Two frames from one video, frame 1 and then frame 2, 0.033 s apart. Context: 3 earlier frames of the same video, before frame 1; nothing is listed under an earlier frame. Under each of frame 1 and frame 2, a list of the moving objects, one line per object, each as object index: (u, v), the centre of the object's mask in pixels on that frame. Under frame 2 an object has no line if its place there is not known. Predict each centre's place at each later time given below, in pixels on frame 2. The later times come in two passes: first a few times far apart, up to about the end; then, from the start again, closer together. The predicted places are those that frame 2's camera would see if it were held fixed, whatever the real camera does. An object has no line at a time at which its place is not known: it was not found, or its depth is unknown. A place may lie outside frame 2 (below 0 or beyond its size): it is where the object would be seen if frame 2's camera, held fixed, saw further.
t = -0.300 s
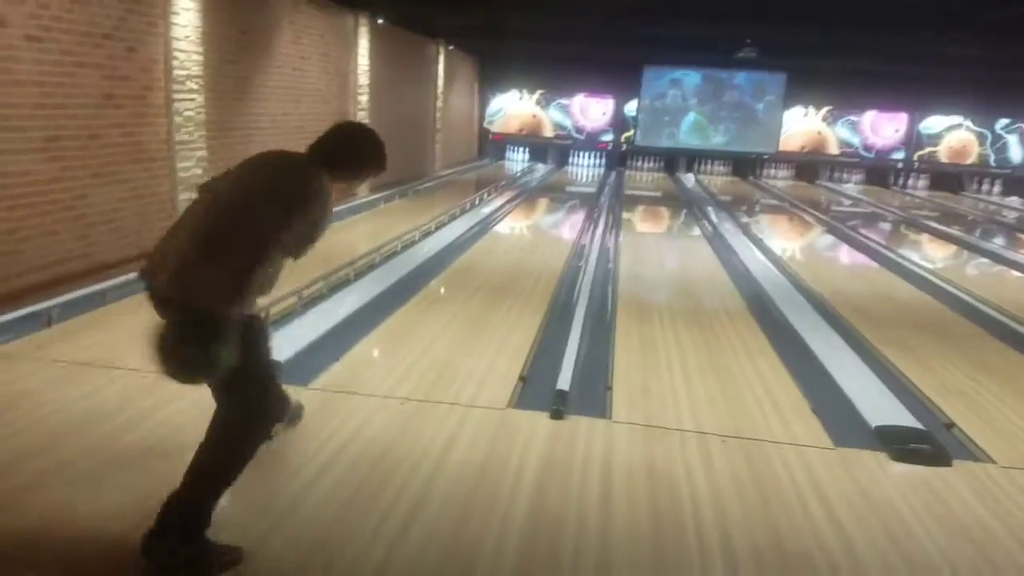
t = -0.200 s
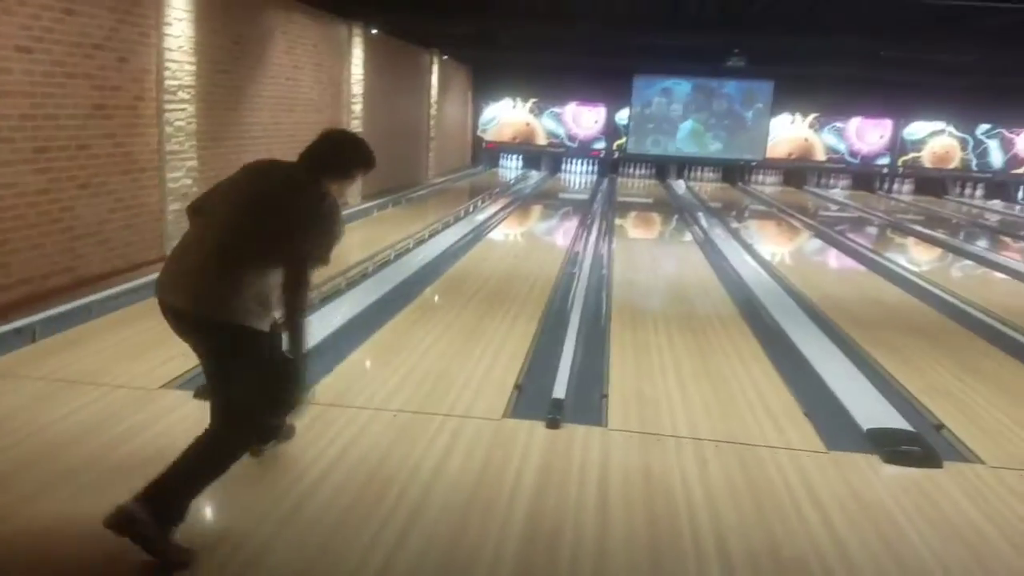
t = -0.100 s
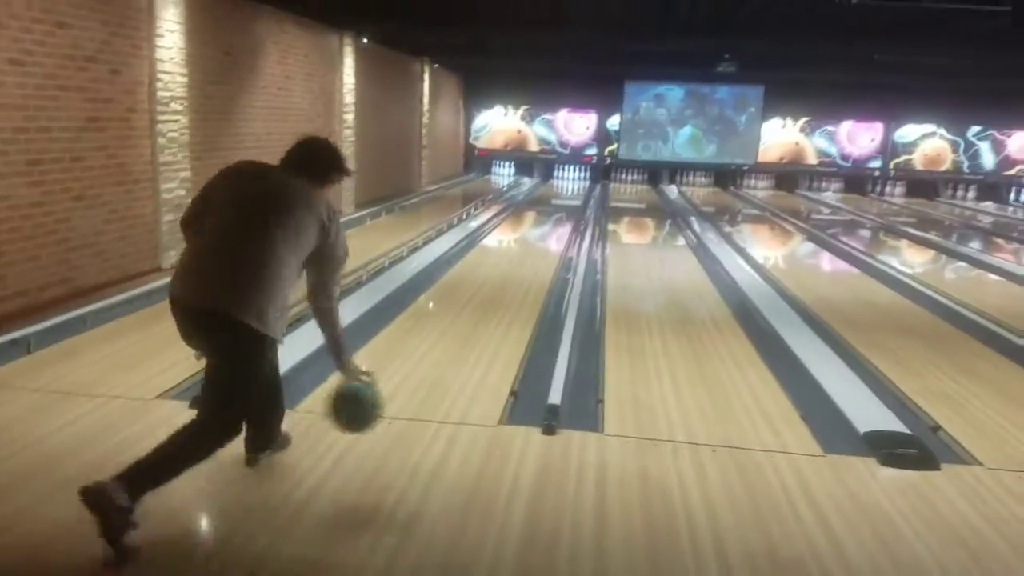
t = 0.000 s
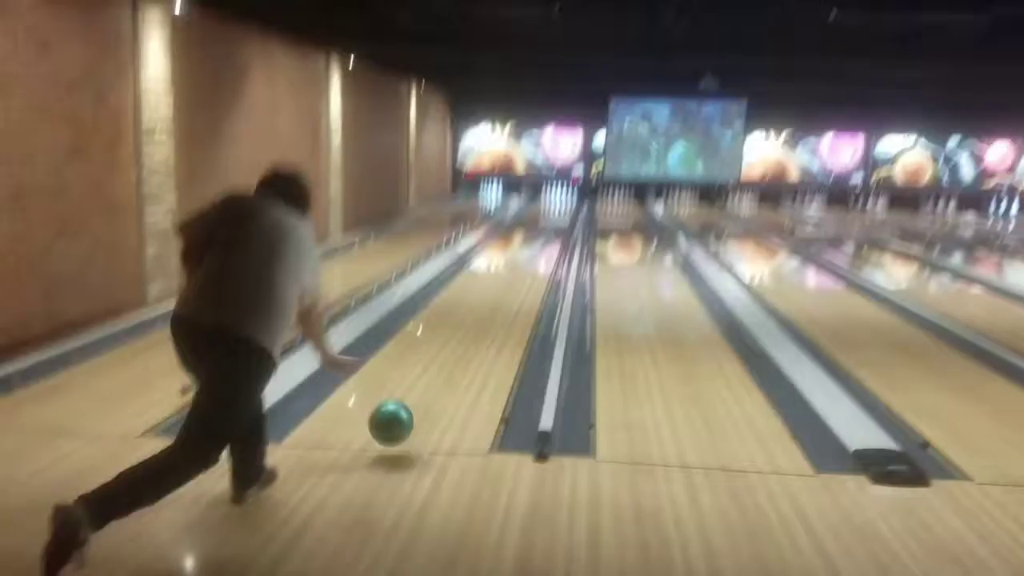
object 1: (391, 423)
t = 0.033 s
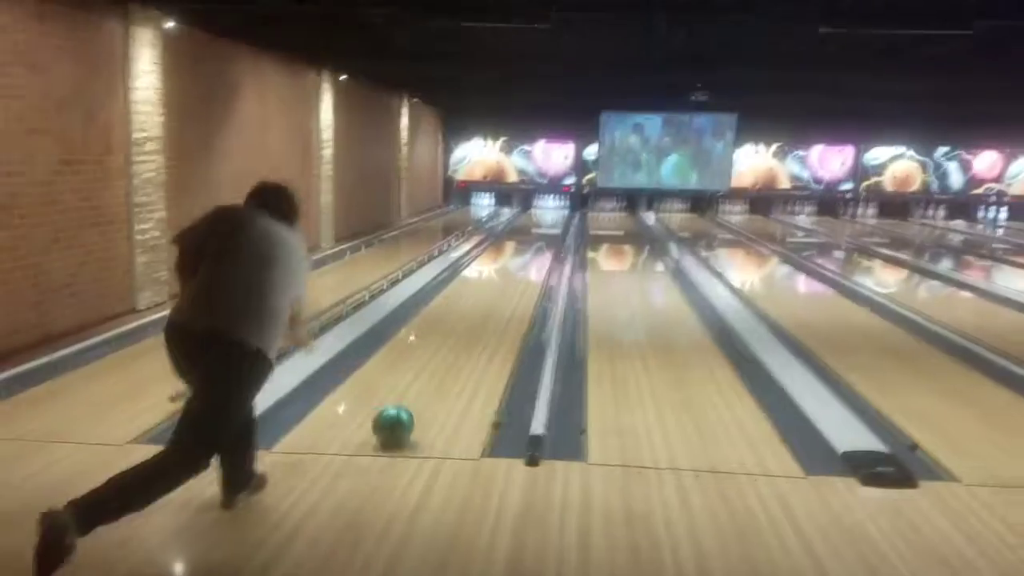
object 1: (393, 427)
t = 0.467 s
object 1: (468, 310)
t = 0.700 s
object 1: (486, 282)
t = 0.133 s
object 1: (422, 381)
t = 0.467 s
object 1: (468, 310)
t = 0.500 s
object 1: (474, 305)
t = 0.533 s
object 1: (478, 300)
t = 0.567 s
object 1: (478, 297)
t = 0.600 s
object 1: (479, 292)
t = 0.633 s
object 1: (481, 288)
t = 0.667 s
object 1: (484, 285)
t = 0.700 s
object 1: (486, 282)
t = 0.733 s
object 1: (489, 279)
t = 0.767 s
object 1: (490, 275)
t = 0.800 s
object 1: (491, 273)
